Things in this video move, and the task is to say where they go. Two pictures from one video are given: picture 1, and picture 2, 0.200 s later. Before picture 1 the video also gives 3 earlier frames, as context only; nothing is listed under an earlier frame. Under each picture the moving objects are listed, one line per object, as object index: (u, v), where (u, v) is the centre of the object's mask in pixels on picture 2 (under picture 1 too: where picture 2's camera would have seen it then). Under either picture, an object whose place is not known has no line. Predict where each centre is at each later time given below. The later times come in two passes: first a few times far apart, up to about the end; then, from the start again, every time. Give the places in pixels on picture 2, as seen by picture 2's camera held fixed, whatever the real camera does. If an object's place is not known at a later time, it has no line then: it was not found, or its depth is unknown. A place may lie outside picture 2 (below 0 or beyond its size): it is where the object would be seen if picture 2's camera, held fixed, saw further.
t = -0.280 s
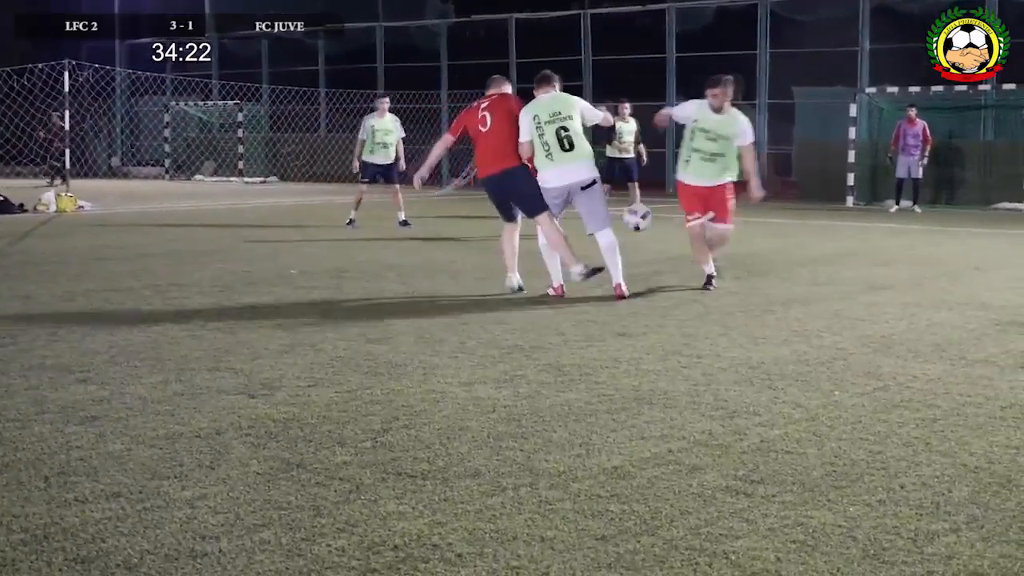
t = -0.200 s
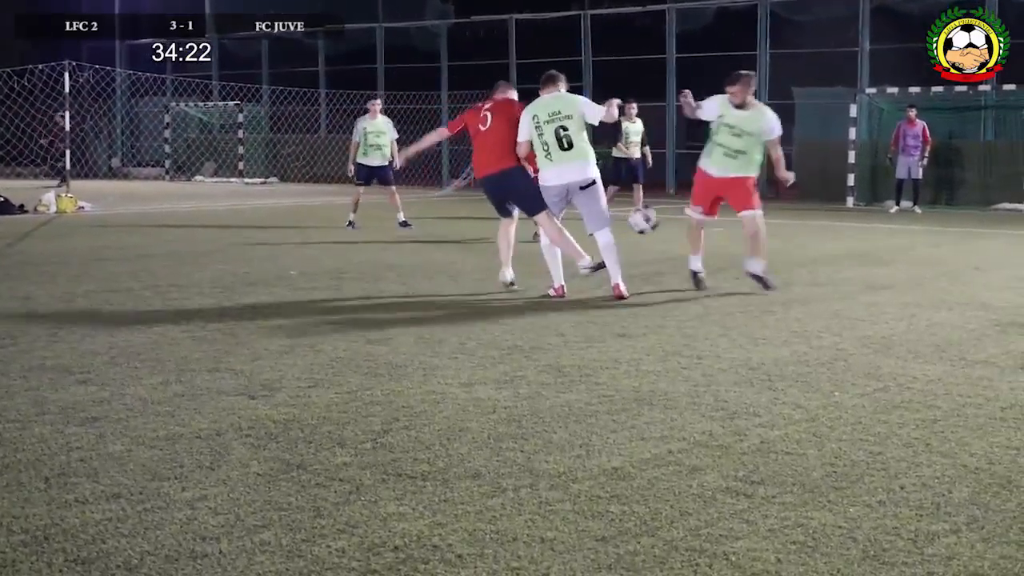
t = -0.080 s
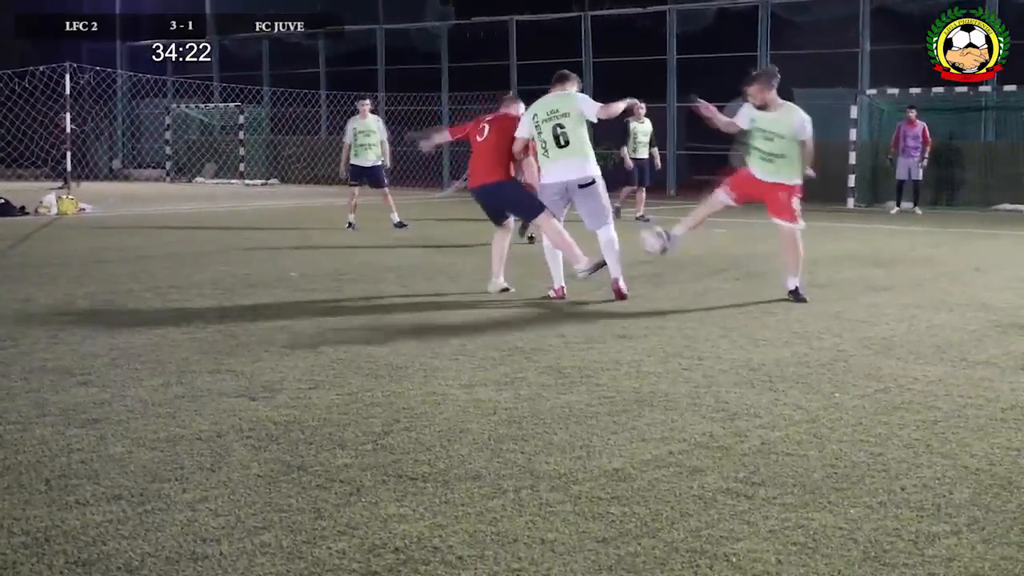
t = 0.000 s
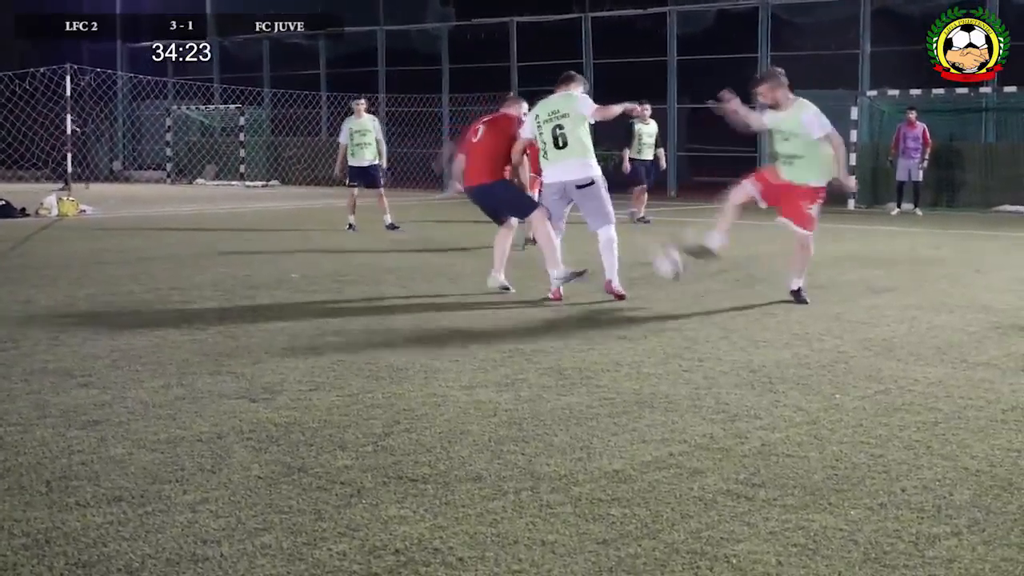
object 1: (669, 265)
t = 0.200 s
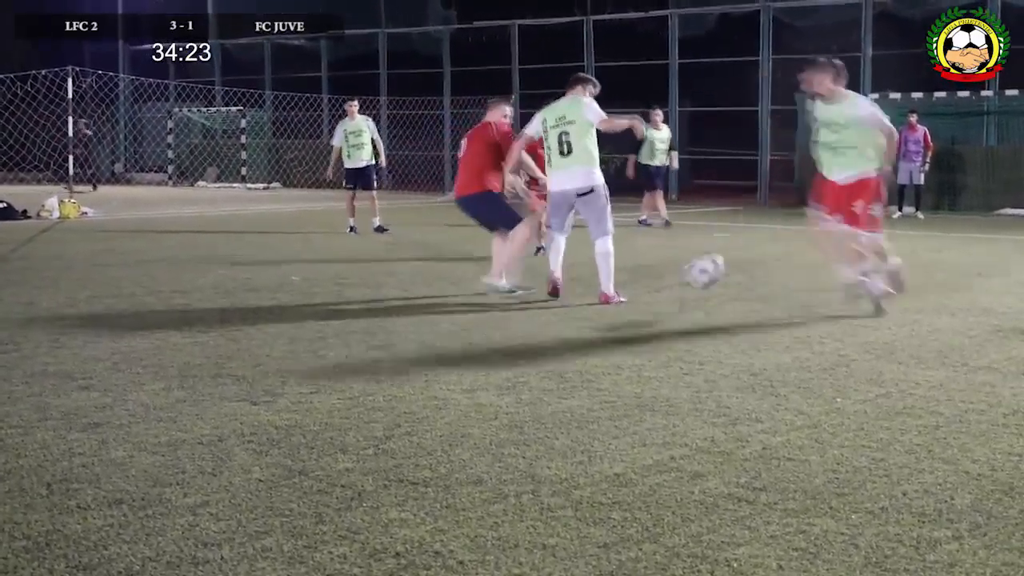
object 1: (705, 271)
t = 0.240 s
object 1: (713, 265)
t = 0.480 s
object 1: (760, 282)
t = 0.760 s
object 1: (825, 308)
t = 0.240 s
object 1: (713, 265)
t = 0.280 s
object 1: (721, 262)
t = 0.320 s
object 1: (728, 261)
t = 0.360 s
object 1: (736, 262)
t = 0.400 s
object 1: (744, 266)
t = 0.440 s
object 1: (751, 272)
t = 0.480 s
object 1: (760, 282)
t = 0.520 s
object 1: (767, 292)
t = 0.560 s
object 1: (777, 306)
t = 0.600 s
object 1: (784, 323)
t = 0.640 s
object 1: (793, 316)
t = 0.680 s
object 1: (804, 310)
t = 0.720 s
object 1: (814, 307)
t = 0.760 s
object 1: (825, 308)
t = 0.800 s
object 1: (836, 311)
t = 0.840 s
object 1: (846, 316)
